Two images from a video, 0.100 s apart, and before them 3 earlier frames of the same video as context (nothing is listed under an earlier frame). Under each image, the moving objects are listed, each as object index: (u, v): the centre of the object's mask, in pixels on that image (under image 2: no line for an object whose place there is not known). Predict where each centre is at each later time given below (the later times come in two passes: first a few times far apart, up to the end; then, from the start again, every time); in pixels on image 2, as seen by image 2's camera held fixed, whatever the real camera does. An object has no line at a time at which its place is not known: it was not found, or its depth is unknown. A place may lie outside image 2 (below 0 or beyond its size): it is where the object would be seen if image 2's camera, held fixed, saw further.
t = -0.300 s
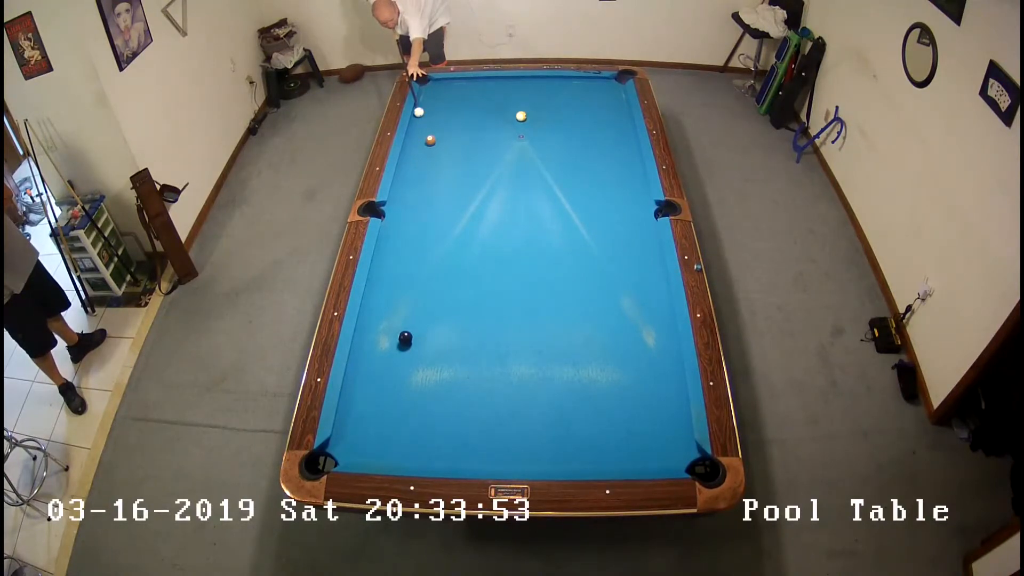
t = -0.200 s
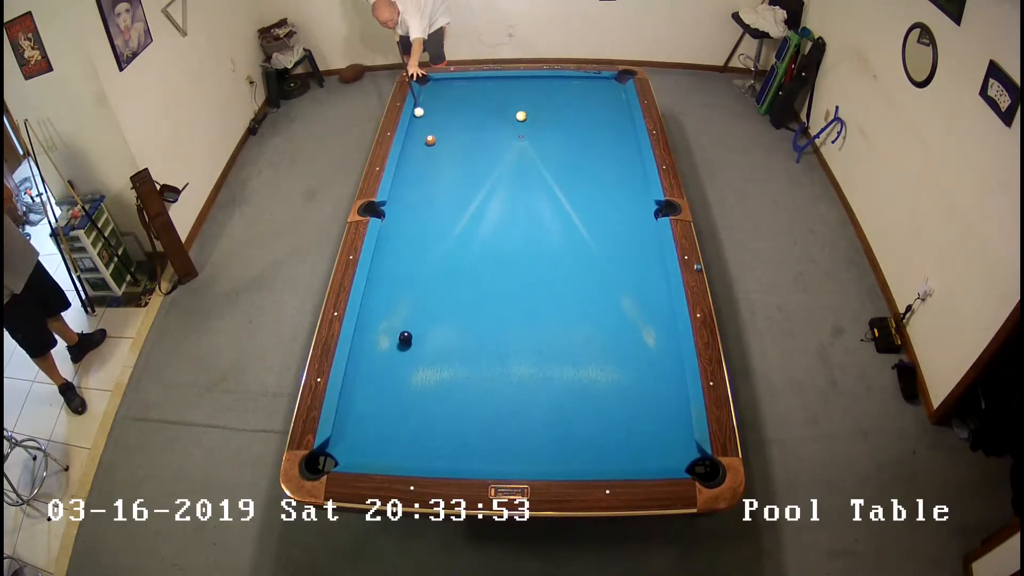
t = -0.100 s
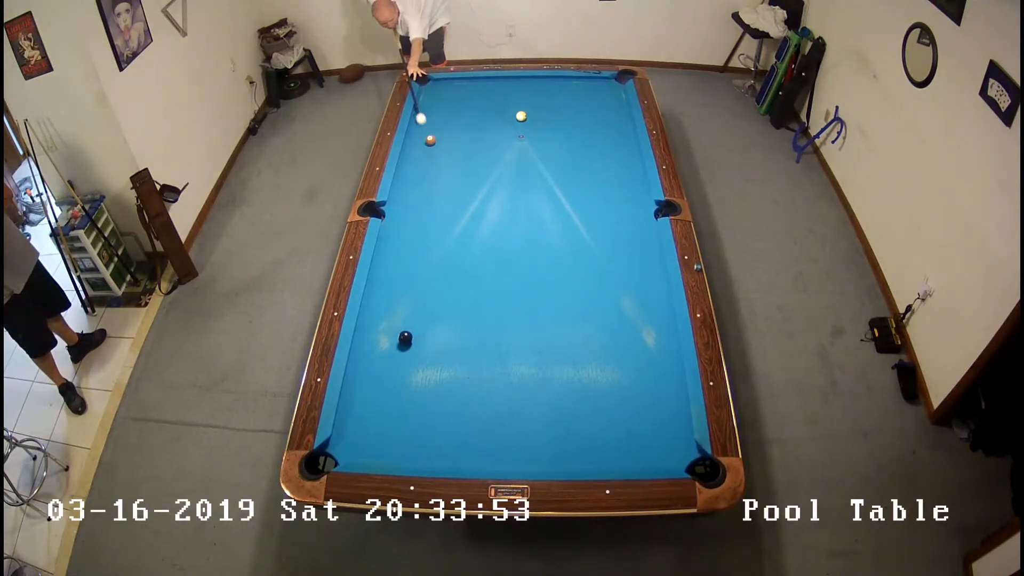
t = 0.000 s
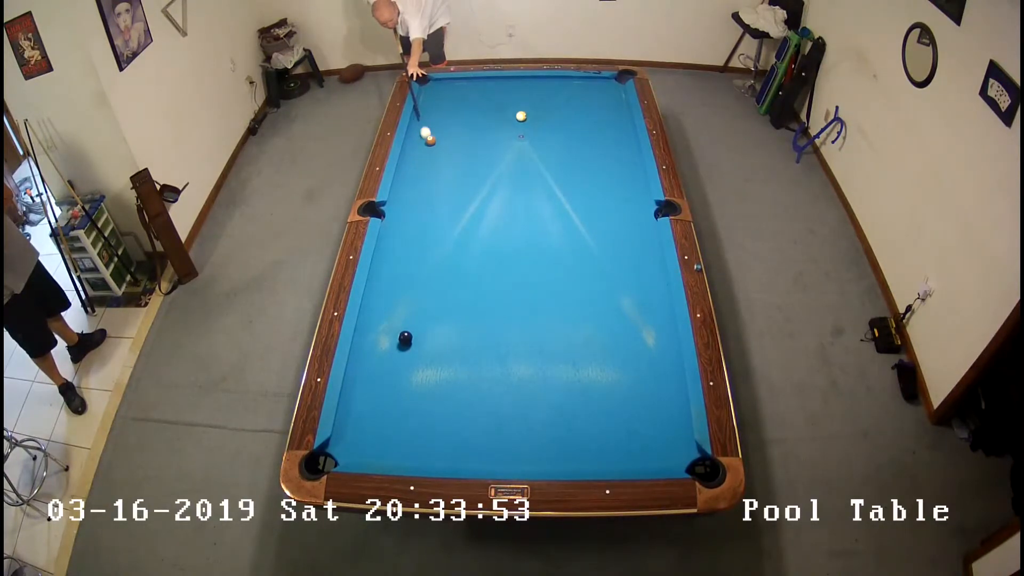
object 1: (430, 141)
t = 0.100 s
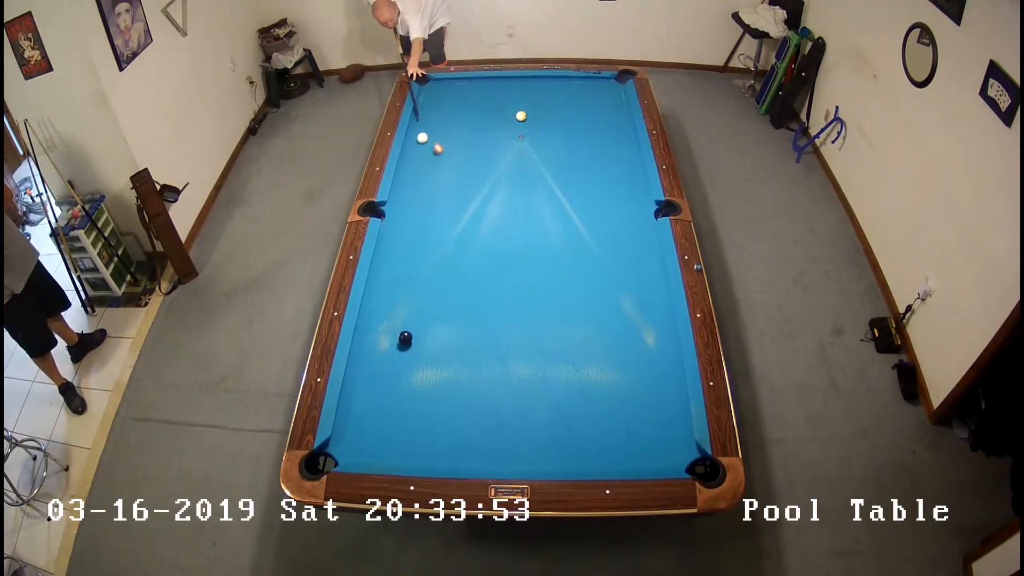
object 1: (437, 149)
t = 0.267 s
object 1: (450, 164)
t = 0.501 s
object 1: (468, 184)
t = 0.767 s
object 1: (490, 212)
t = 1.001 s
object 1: (512, 236)
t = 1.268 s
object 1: (537, 268)
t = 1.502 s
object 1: (561, 297)
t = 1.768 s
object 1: (590, 331)
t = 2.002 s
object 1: (616, 364)
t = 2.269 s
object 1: (646, 401)
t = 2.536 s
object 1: (676, 440)
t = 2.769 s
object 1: (698, 473)
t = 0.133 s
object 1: (439, 152)
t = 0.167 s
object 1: (442, 155)
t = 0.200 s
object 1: (445, 158)
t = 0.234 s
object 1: (447, 161)
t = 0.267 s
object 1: (450, 164)
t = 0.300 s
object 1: (452, 166)
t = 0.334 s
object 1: (455, 170)
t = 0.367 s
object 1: (458, 172)
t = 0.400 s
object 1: (460, 175)
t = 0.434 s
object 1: (463, 179)
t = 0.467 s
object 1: (465, 181)
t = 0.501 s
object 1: (468, 184)
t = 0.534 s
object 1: (471, 188)
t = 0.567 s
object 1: (473, 191)
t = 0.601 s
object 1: (477, 194)
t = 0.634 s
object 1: (479, 198)
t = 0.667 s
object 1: (482, 201)
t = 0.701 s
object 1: (484, 204)
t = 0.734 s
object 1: (488, 208)
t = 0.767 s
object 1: (490, 212)
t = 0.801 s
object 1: (493, 215)
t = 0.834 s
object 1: (496, 219)
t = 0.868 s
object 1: (499, 222)
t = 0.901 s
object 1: (502, 225)
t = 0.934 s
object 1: (505, 229)
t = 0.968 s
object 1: (509, 233)
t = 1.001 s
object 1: (512, 236)
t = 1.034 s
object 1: (515, 240)
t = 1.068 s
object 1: (518, 244)
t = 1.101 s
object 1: (521, 248)
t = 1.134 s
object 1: (524, 252)
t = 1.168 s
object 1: (528, 256)
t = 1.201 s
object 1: (531, 260)
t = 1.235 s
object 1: (534, 263)
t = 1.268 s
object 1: (537, 268)
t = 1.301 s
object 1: (541, 272)
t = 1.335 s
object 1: (544, 275)
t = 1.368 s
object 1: (547, 279)
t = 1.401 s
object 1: (551, 284)
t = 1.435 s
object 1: (554, 288)
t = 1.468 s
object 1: (558, 292)
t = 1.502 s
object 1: (561, 297)
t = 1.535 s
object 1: (565, 301)
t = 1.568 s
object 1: (568, 305)
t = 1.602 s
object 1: (572, 309)
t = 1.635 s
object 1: (575, 314)
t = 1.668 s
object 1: (579, 318)
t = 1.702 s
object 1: (582, 322)
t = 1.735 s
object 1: (586, 327)
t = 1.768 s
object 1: (590, 331)
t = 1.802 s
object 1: (593, 335)
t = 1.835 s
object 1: (597, 340)
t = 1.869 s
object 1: (601, 345)
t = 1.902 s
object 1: (605, 350)
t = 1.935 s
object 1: (608, 353)
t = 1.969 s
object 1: (612, 359)
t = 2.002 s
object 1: (616, 364)
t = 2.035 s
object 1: (619, 368)
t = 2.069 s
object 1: (623, 373)
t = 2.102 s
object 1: (627, 378)
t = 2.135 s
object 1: (631, 382)
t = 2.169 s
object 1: (634, 386)
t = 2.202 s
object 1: (639, 392)
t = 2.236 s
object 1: (642, 397)
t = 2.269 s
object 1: (646, 401)
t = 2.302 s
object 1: (650, 406)
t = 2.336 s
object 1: (654, 411)
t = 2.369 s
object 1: (658, 416)
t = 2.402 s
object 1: (661, 421)
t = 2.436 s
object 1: (665, 425)
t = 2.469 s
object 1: (669, 431)
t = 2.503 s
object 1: (673, 435)
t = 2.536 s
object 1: (676, 440)
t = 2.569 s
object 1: (680, 445)
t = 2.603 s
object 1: (684, 449)
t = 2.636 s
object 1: (686, 452)
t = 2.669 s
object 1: (689, 456)
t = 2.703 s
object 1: (692, 460)
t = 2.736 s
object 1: (696, 467)
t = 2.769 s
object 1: (698, 473)
